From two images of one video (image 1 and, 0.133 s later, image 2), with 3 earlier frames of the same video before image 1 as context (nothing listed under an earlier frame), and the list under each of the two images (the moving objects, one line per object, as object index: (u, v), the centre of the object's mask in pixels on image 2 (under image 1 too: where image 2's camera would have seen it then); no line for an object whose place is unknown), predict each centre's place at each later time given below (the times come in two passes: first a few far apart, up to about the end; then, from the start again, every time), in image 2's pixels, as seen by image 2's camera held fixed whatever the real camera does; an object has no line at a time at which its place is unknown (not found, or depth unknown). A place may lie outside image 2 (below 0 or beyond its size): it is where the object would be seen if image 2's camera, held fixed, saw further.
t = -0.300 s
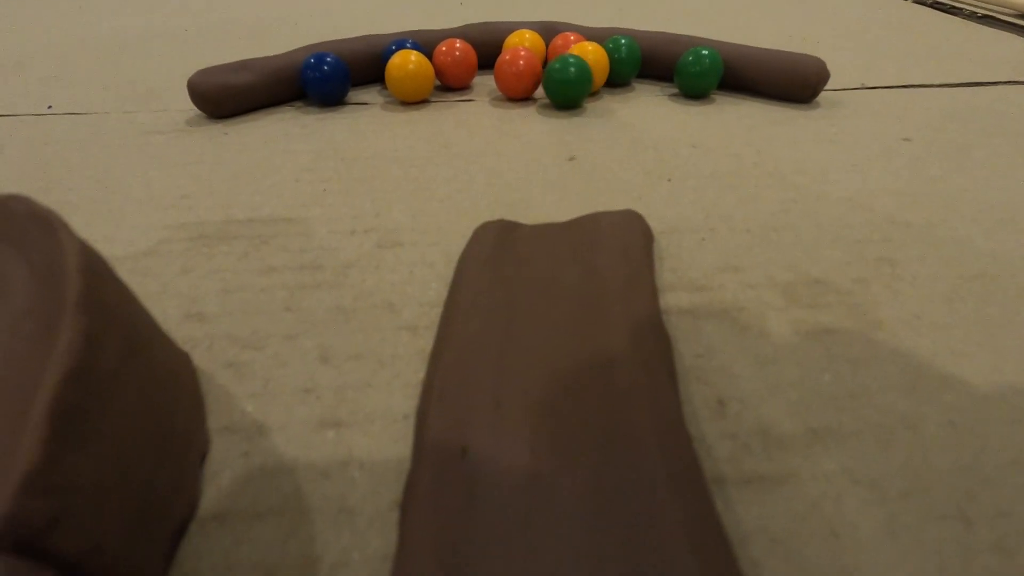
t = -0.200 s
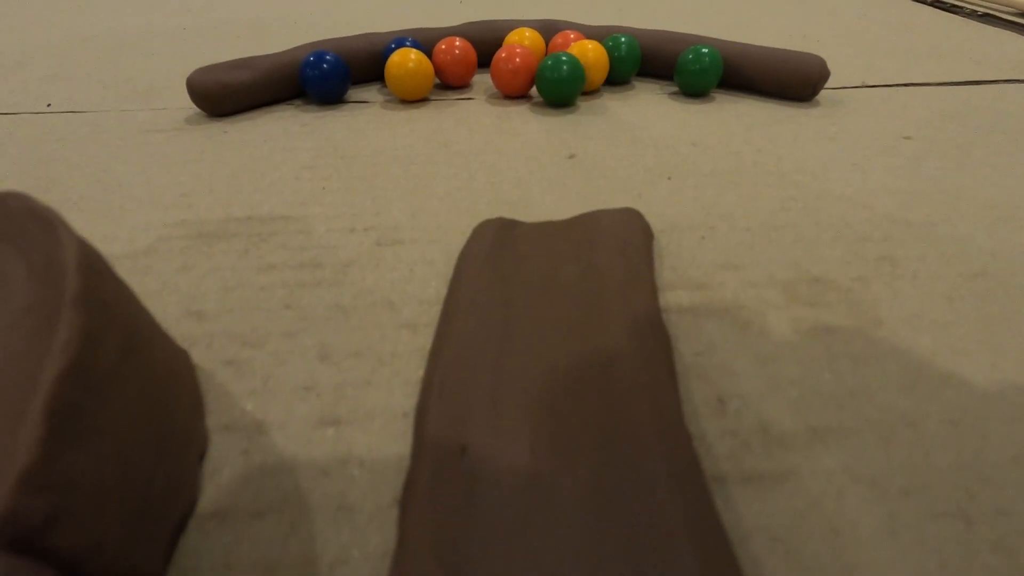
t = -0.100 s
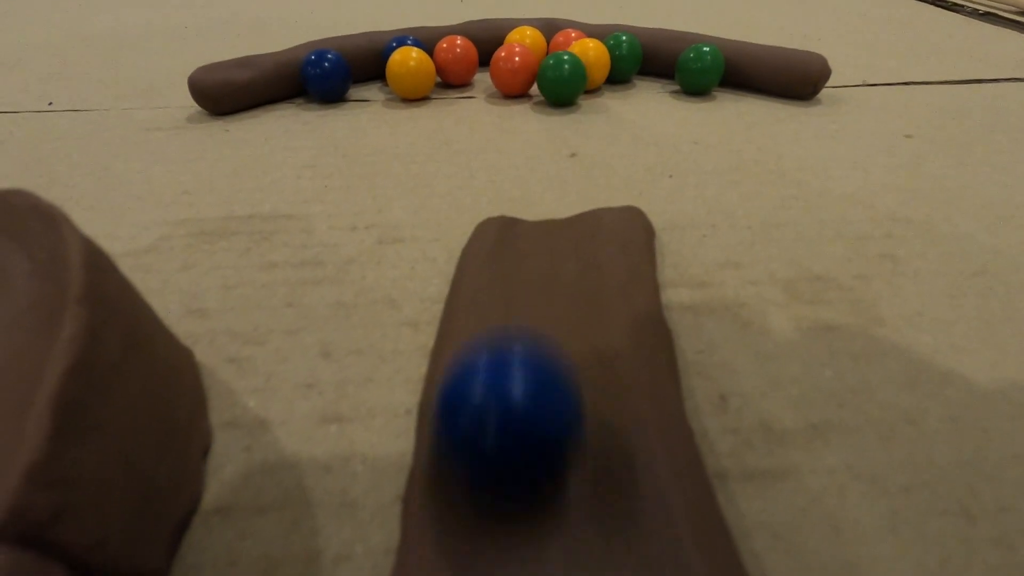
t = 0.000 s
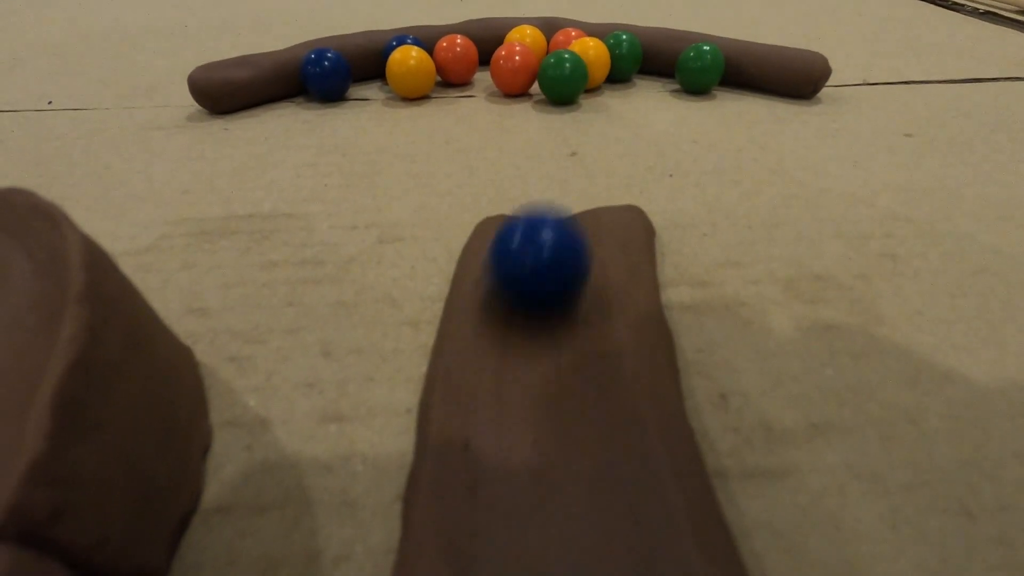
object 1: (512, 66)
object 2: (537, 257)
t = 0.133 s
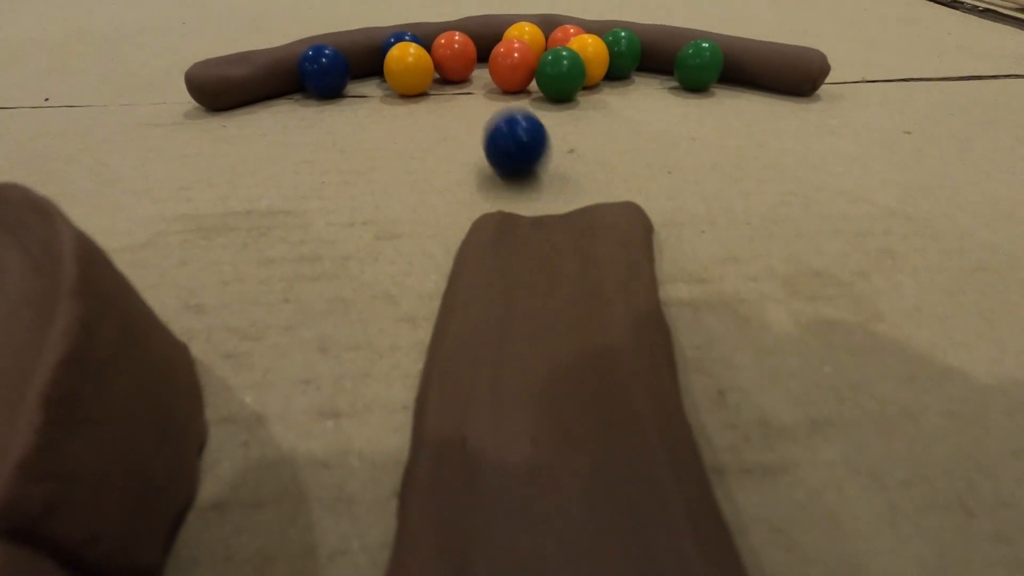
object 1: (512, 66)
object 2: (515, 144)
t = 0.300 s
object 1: (519, 63)
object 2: (459, 71)
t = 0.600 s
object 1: (534, 55)
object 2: (436, 66)
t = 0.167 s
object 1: (512, 66)
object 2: (506, 127)
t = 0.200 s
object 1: (515, 62)
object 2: (490, 98)
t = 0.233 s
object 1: (516, 63)
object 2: (483, 86)
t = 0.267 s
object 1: (516, 65)
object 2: (475, 76)
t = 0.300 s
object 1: (519, 63)
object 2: (459, 71)
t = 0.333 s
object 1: (524, 60)
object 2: (455, 70)
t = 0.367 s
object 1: (531, 56)
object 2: (446, 69)
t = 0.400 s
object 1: (532, 56)
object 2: (444, 69)
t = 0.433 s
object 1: (533, 55)
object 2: (441, 68)
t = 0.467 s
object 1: (533, 55)
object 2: (439, 67)
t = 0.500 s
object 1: (533, 55)
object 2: (438, 66)
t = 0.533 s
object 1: (534, 55)
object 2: (438, 66)
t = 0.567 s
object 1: (534, 55)
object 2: (437, 66)
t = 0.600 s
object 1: (534, 55)
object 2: (436, 66)
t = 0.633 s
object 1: (534, 55)
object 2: (437, 66)
